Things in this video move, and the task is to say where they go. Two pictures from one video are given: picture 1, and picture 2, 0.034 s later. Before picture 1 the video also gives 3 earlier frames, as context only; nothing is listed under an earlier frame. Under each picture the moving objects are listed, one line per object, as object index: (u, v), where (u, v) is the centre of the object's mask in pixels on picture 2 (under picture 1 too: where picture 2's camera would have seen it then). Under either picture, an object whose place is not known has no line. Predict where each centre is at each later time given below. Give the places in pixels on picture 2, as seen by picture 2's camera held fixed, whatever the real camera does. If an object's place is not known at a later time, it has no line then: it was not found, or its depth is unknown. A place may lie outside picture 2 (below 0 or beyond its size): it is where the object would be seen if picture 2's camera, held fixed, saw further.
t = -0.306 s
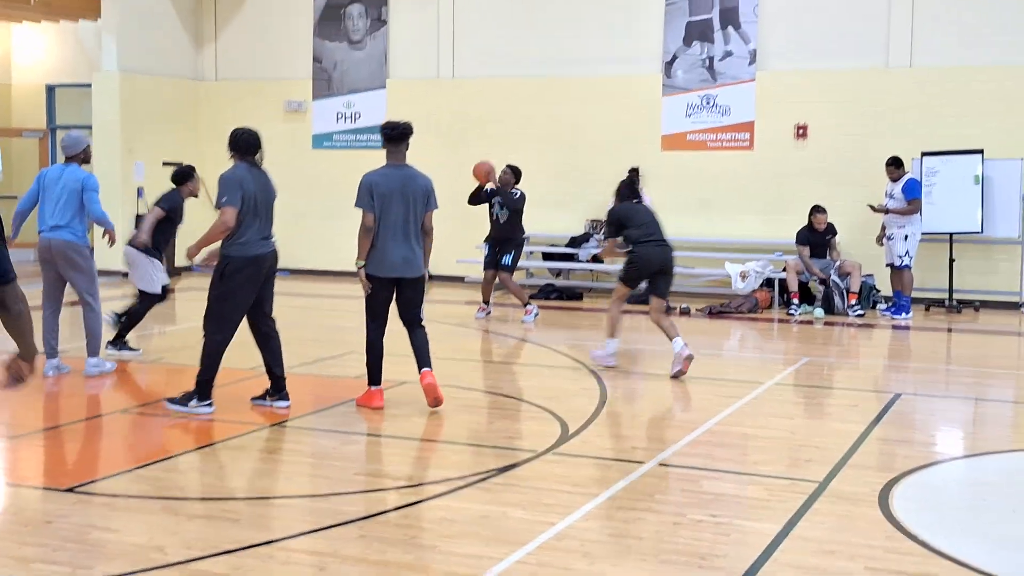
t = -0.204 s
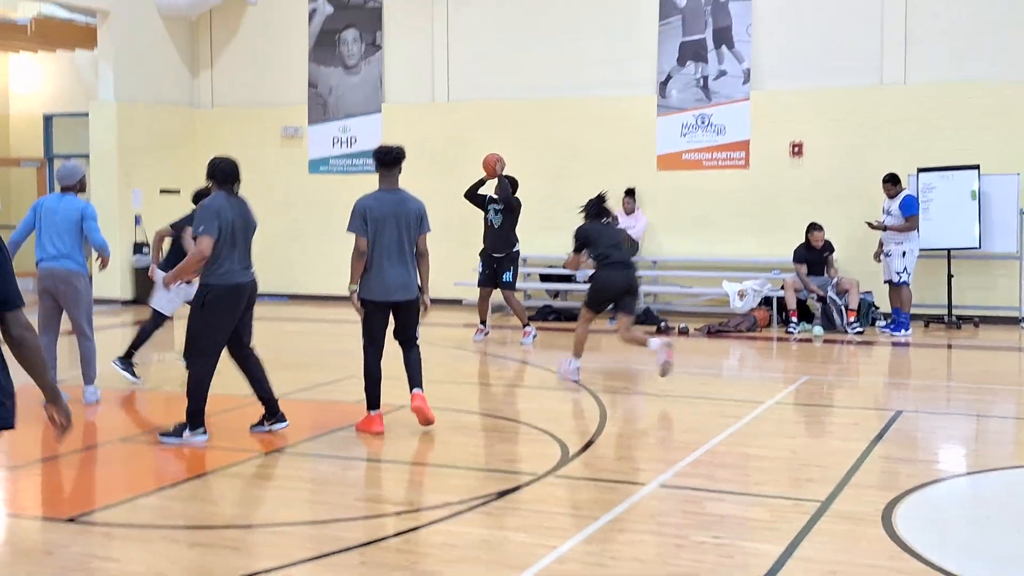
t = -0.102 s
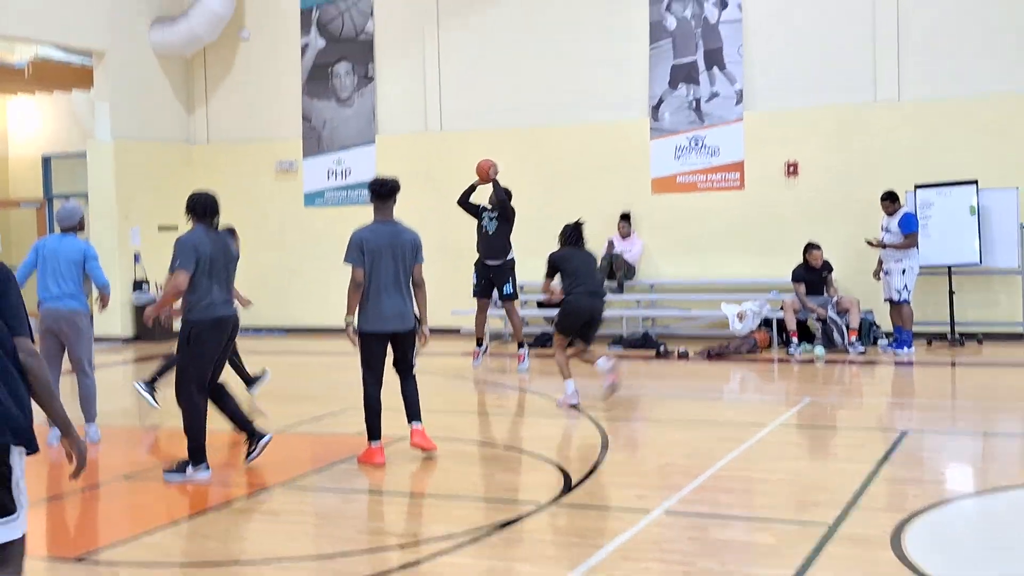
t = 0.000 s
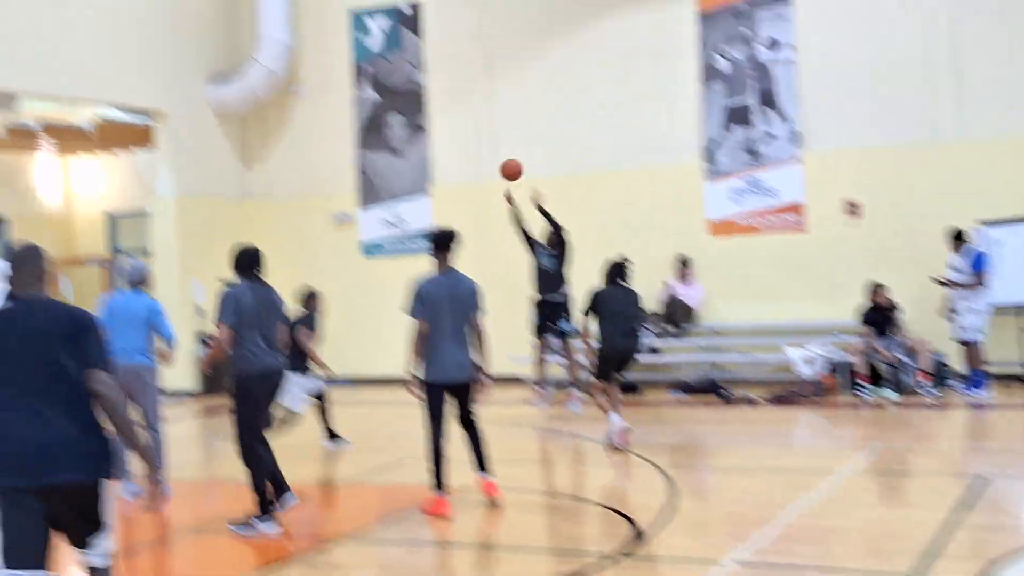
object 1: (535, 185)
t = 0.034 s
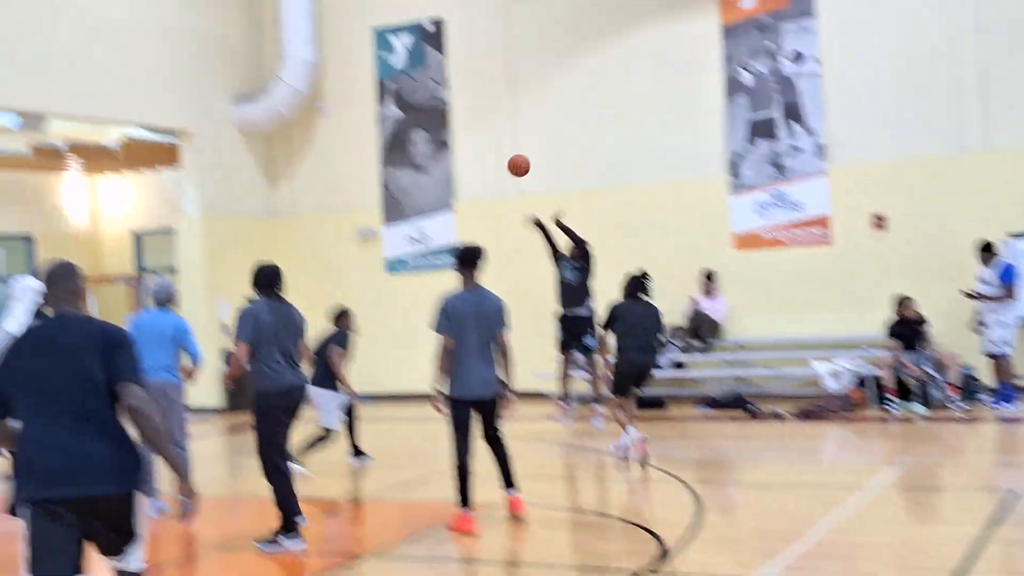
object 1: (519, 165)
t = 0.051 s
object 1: (511, 156)
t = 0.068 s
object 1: (502, 147)
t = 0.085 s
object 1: (495, 137)
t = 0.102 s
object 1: (487, 129)
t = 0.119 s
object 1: (479, 120)
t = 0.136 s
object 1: (471, 112)
